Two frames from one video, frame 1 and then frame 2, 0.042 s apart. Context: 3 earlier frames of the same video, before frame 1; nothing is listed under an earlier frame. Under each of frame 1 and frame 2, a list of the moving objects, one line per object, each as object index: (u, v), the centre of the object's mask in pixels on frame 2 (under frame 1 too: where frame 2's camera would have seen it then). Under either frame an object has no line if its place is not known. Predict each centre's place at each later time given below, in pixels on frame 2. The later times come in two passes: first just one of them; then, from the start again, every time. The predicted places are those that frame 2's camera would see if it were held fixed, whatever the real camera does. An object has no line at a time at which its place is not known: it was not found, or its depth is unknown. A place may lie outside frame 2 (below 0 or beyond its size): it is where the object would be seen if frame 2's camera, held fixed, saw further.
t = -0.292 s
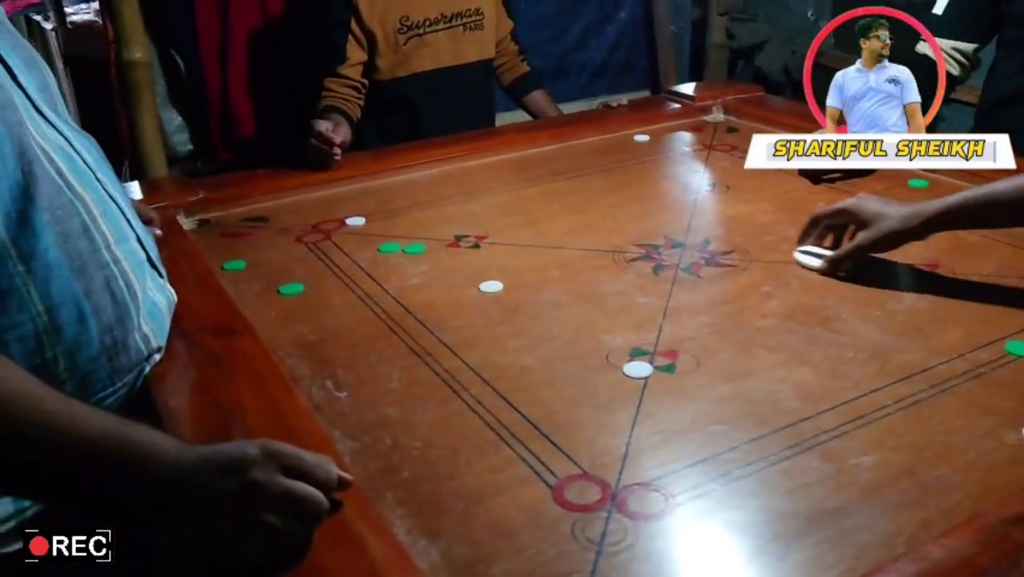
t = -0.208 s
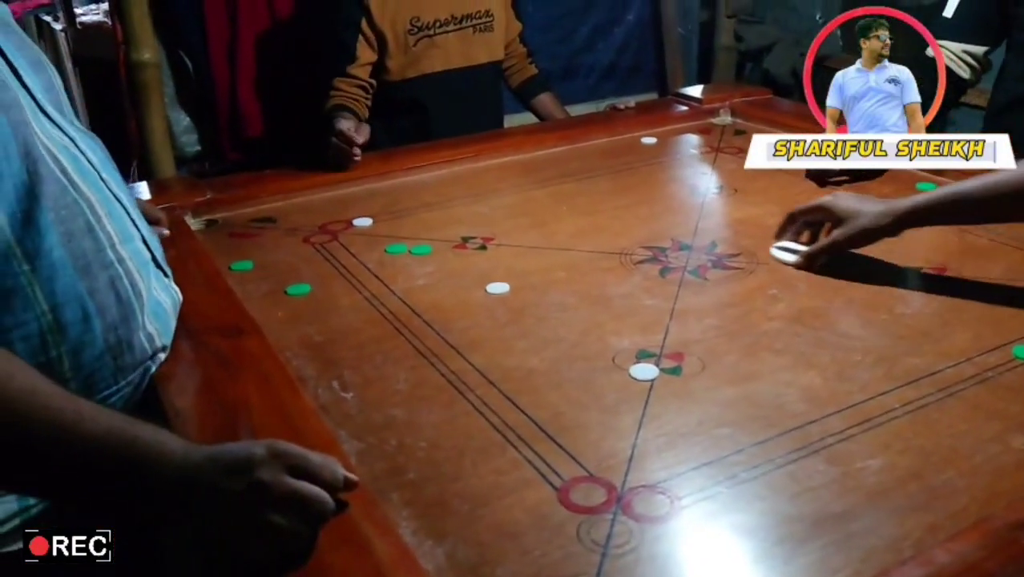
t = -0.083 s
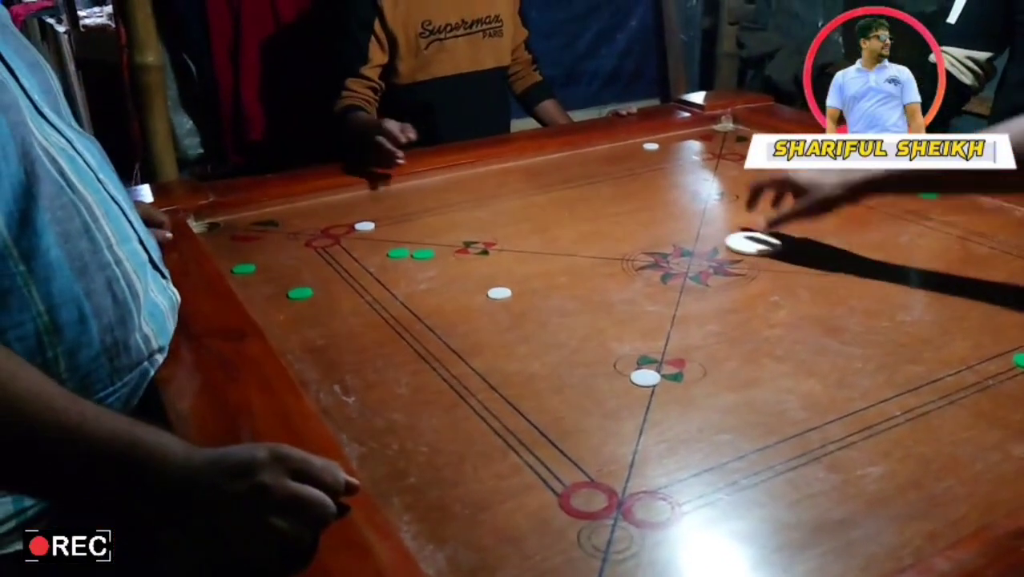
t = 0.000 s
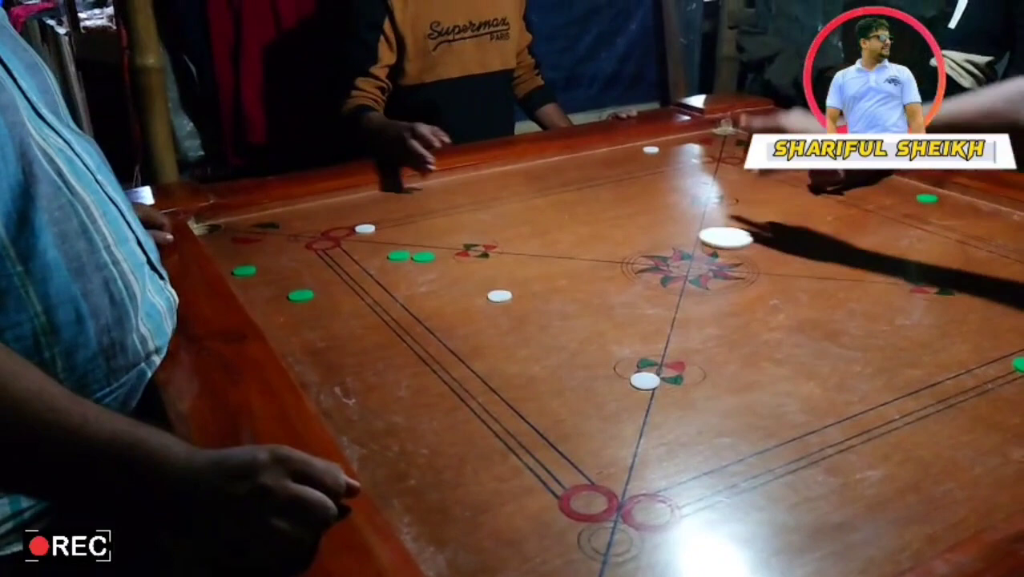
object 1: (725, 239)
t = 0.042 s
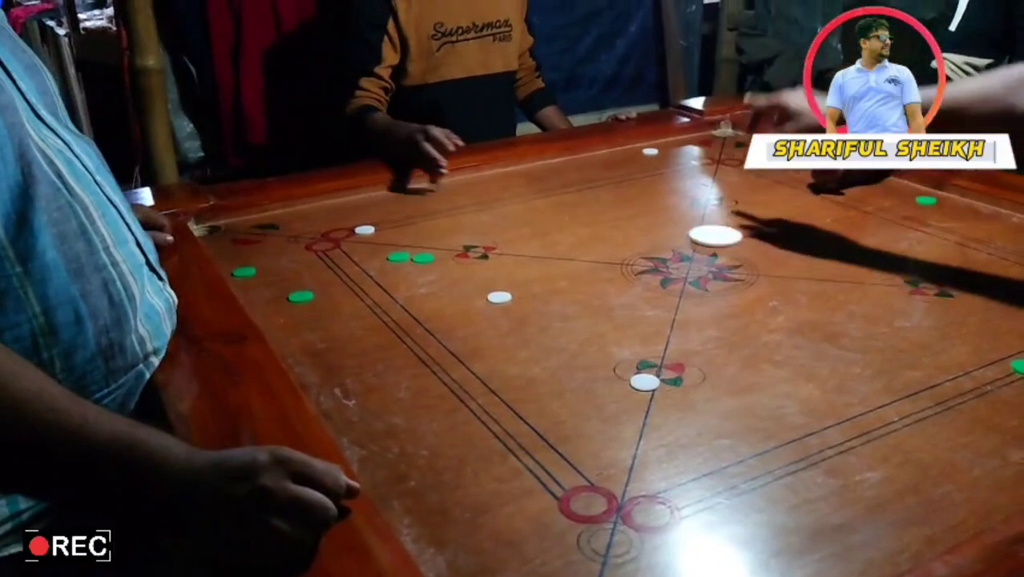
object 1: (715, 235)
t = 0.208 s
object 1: (670, 220)
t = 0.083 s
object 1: (701, 230)
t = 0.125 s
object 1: (692, 227)
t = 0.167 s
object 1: (679, 223)
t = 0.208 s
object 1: (670, 220)
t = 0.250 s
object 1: (658, 215)
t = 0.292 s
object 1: (650, 213)
